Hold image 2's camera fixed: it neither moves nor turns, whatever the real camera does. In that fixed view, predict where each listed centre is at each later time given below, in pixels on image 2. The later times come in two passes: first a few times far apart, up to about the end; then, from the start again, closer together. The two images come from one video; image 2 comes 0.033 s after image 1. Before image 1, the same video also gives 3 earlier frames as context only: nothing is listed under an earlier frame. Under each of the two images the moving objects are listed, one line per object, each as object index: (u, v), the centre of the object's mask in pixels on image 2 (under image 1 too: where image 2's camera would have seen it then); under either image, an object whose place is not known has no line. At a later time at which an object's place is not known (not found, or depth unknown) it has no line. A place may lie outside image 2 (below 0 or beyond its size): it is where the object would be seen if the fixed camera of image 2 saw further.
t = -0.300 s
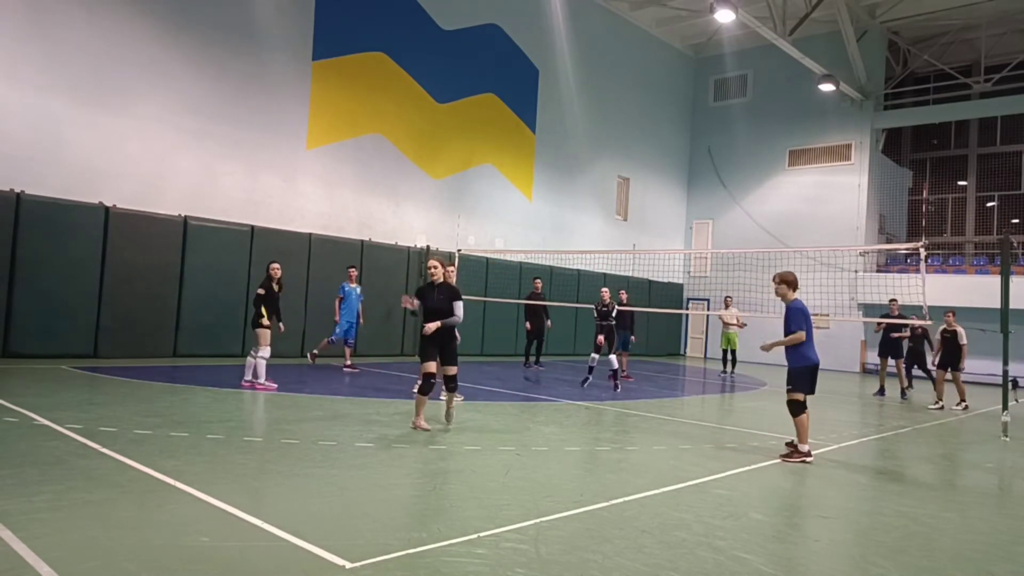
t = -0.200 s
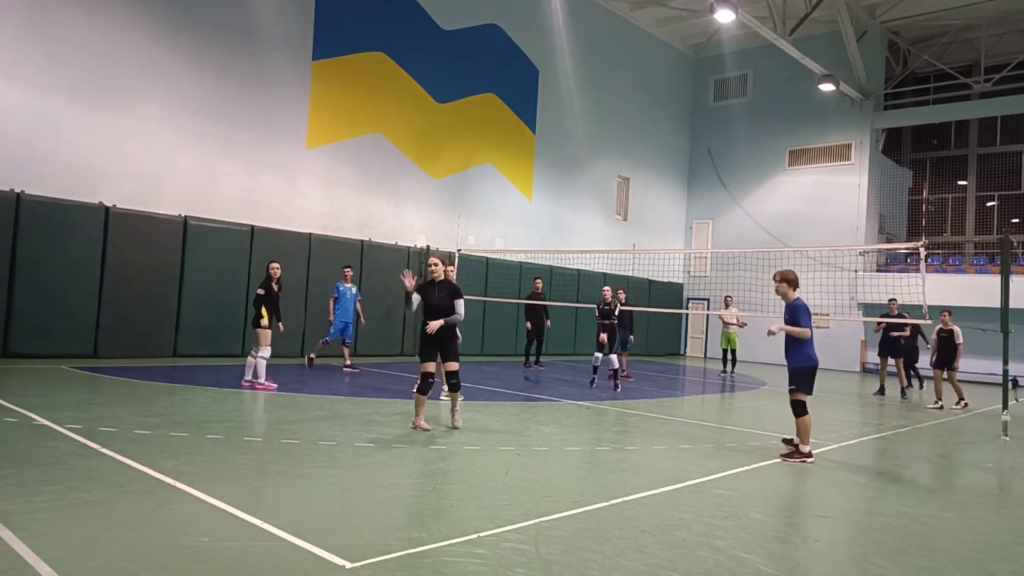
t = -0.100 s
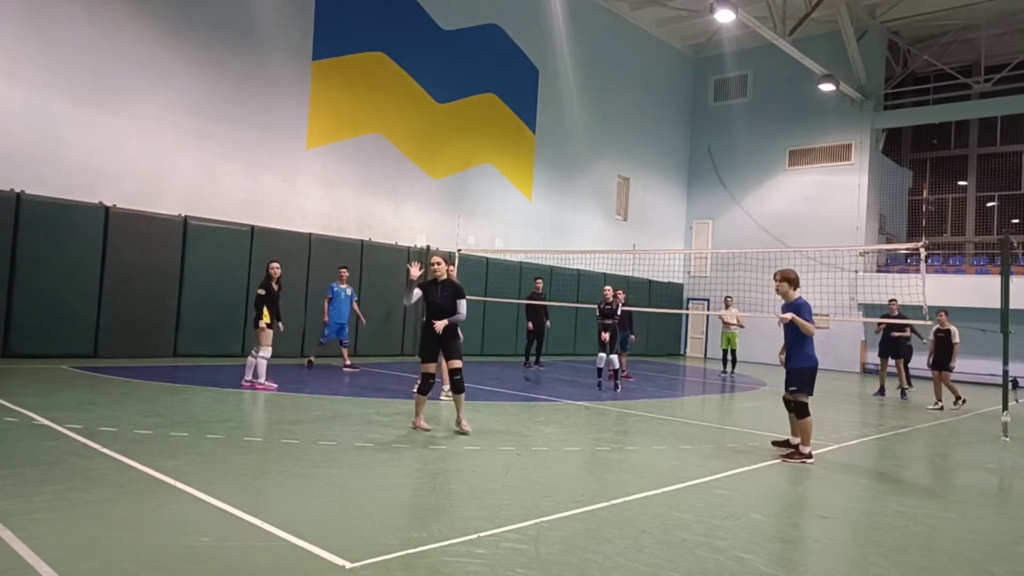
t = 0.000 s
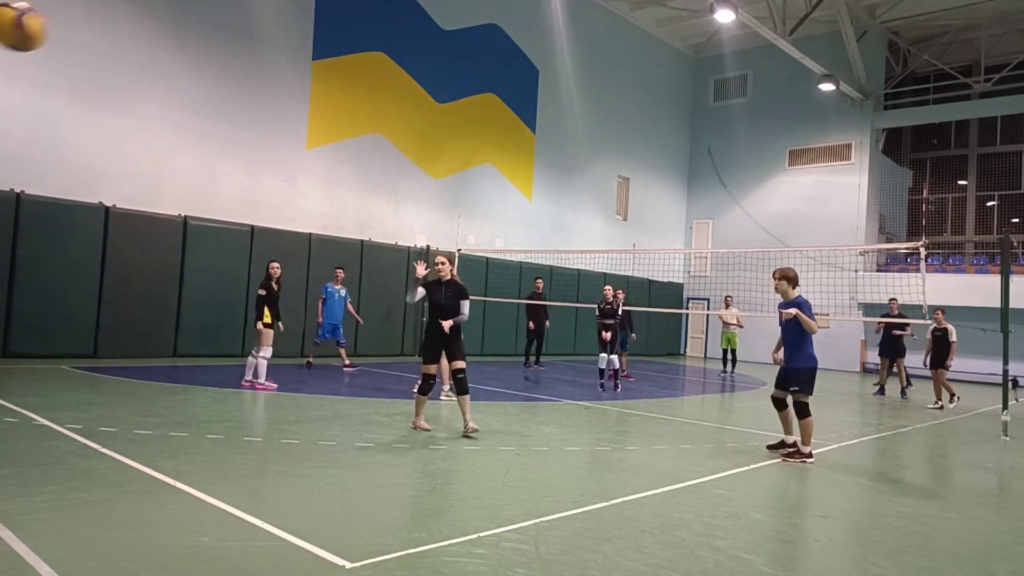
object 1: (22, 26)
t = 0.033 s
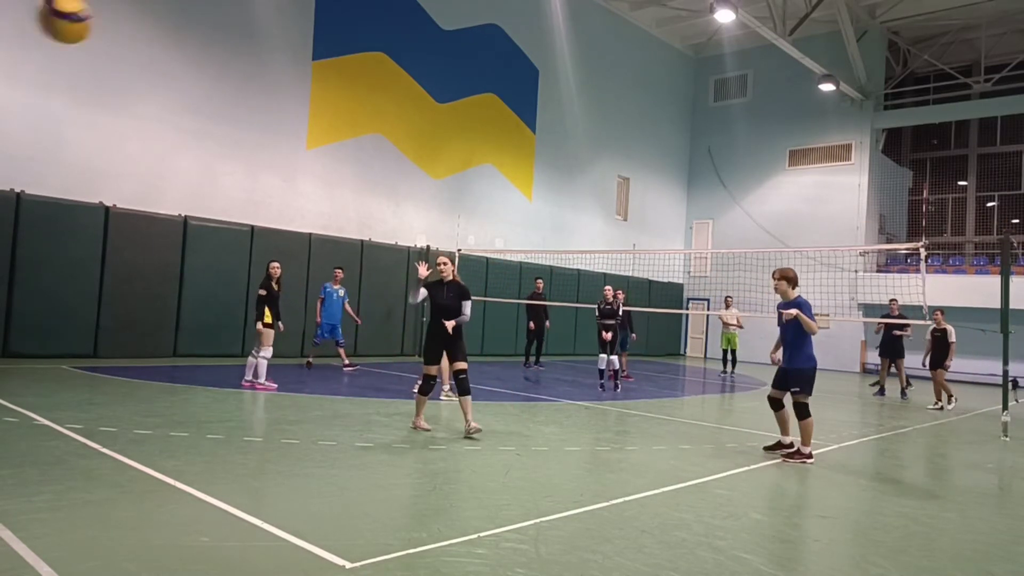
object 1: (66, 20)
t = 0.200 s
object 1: (263, 19)
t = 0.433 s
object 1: (449, 82)
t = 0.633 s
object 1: (558, 173)
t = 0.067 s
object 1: (110, 17)
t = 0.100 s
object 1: (155, 16)
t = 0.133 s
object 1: (194, 16)
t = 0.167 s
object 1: (230, 17)
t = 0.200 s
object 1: (263, 19)
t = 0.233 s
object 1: (296, 24)
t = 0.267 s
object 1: (326, 31)
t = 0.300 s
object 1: (353, 38)
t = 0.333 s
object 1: (379, 47)
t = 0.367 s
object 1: (404, 58)
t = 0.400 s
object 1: (428, 70)
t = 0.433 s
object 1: (449, 82)
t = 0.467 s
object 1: (469, 93)
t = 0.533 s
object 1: (508, 124)
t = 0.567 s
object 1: (525, 139)
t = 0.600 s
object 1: (542, 155)
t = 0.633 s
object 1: (558, 173)
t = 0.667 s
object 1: (574, 190)
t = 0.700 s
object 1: (588, 208)
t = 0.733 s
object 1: (602, 226)
